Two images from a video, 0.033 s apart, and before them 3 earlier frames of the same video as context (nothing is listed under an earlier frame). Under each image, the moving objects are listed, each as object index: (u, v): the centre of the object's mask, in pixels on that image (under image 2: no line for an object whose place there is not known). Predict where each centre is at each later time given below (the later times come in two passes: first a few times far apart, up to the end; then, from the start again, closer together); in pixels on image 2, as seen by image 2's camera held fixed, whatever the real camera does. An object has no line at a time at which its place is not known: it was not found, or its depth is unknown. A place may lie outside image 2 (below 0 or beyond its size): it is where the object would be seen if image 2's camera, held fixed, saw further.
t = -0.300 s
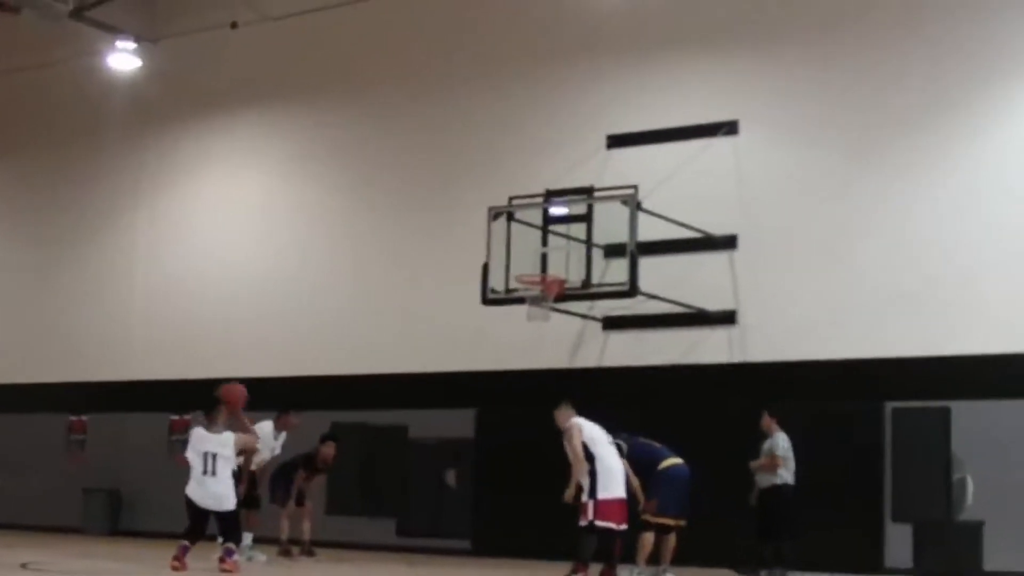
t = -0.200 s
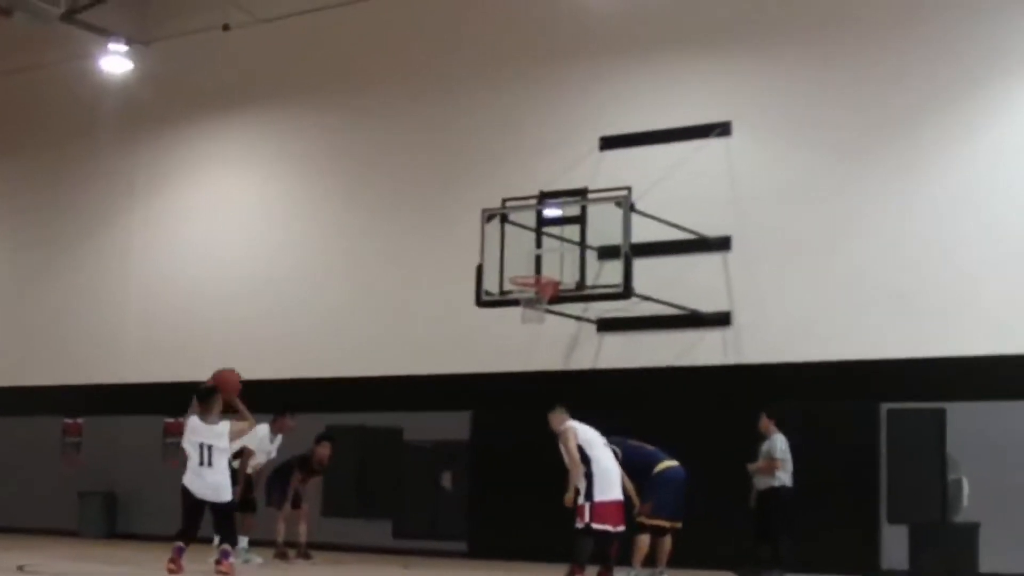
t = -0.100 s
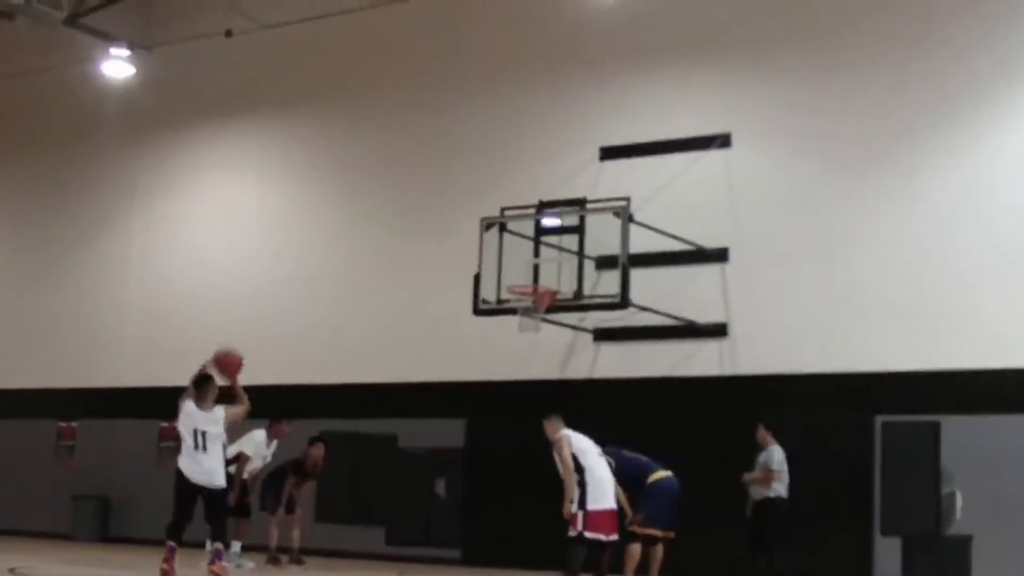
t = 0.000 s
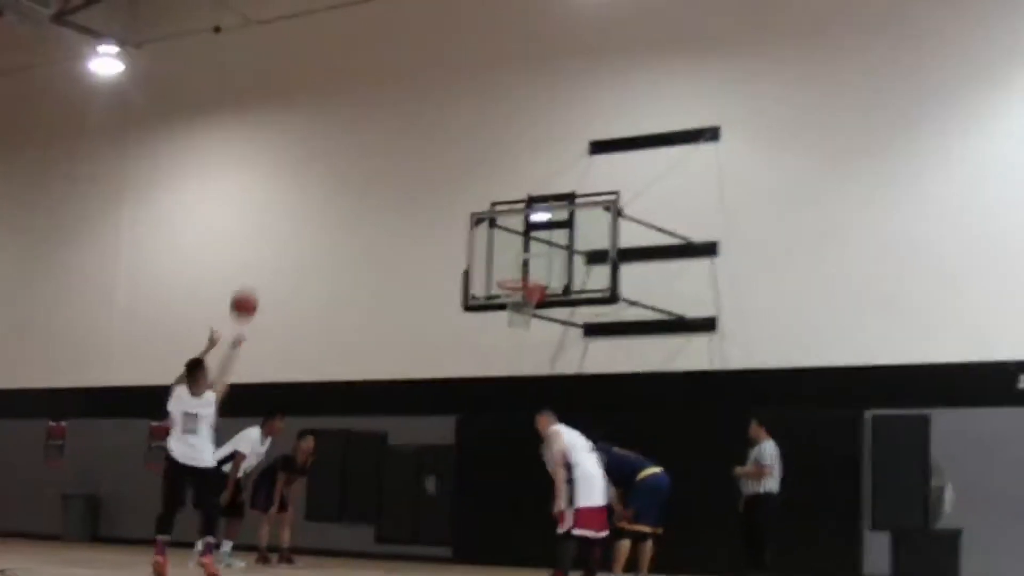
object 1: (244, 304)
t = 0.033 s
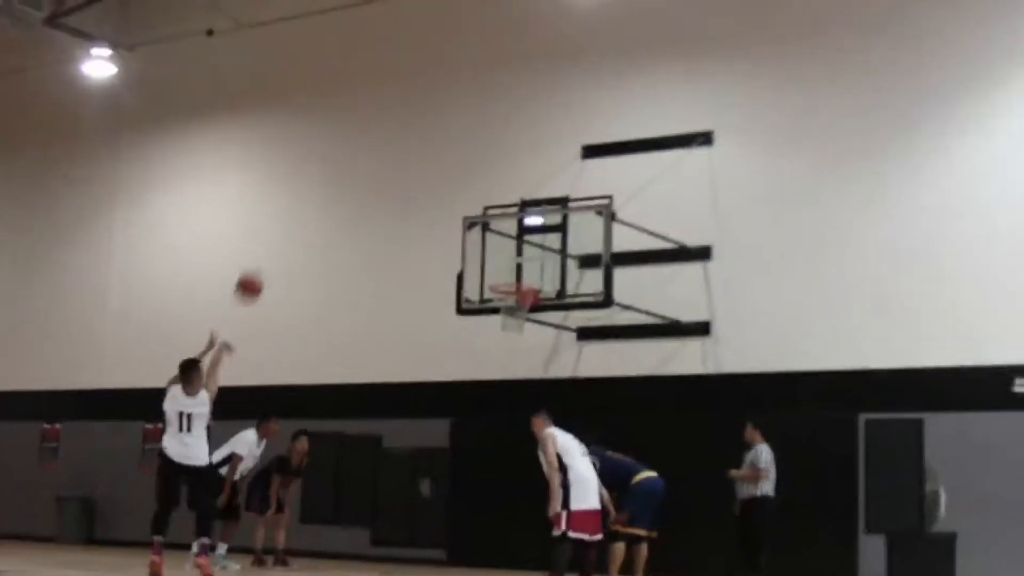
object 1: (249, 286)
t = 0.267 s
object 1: (323, 181)
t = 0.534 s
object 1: (393, 139)
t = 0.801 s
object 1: (454, 167)
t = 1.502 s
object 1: (483, 335)
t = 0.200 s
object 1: (304, 202)
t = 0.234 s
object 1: (313, 191)
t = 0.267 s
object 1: (323, 181)
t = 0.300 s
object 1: (333, 171)
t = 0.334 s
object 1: (342, 163)
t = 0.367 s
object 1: (351, 155)
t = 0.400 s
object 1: (360, 150)
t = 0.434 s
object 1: (369, 146)
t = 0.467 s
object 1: (377, 142)
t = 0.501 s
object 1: (386, 140)
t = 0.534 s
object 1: (393, 139)
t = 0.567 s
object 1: (402, 138)
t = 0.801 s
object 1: (454, 167)
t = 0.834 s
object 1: (461, 174)
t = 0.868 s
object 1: (468, 183)
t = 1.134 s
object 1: (522, 292)
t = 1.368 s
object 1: (490, 318)
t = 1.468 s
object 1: (485, 329)
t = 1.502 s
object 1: (483, 335)
